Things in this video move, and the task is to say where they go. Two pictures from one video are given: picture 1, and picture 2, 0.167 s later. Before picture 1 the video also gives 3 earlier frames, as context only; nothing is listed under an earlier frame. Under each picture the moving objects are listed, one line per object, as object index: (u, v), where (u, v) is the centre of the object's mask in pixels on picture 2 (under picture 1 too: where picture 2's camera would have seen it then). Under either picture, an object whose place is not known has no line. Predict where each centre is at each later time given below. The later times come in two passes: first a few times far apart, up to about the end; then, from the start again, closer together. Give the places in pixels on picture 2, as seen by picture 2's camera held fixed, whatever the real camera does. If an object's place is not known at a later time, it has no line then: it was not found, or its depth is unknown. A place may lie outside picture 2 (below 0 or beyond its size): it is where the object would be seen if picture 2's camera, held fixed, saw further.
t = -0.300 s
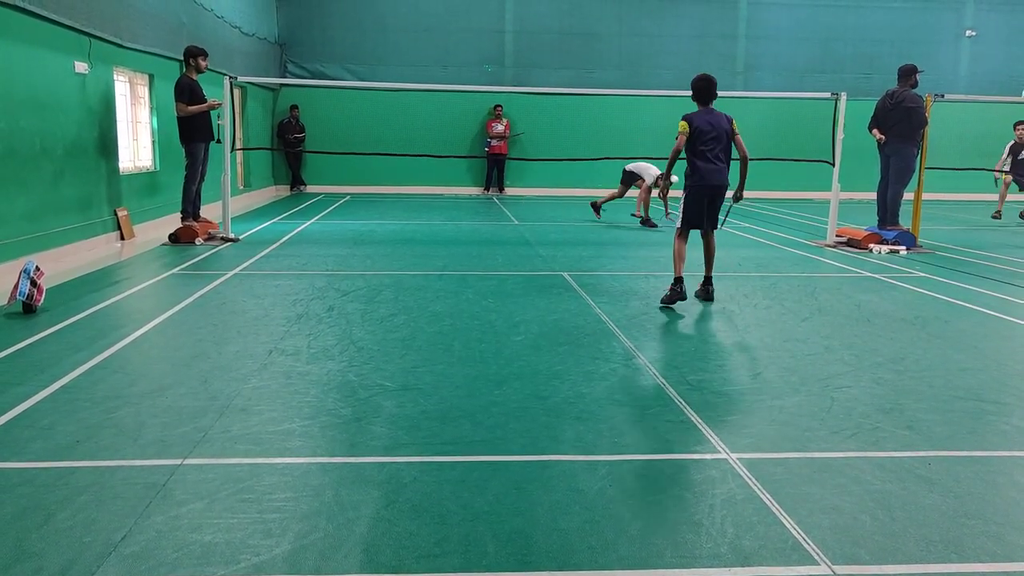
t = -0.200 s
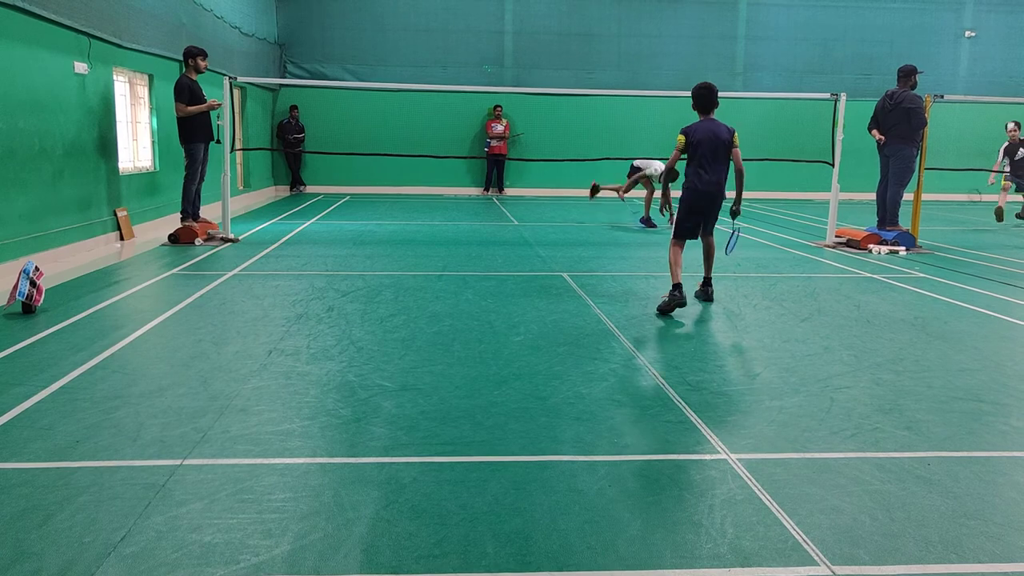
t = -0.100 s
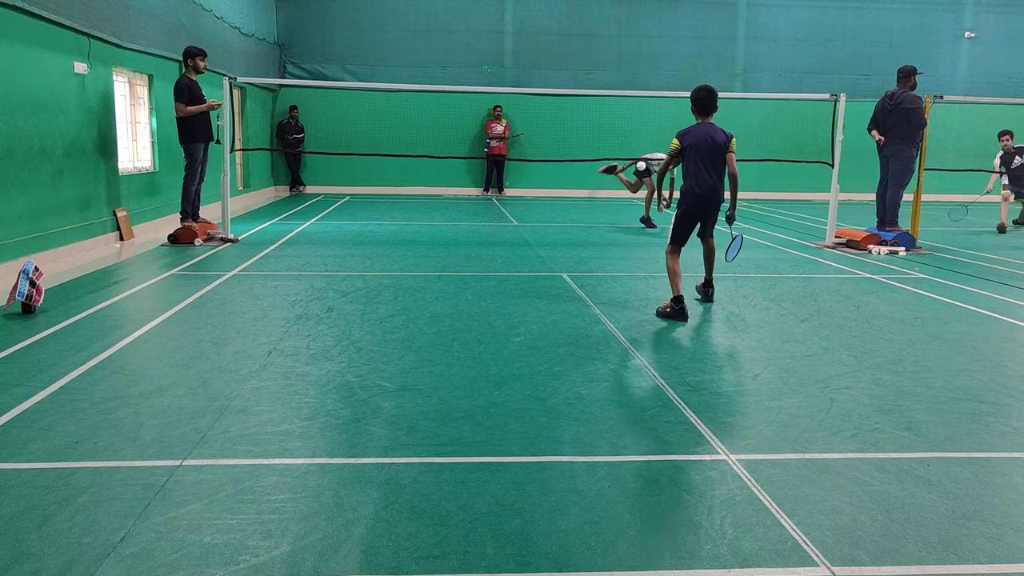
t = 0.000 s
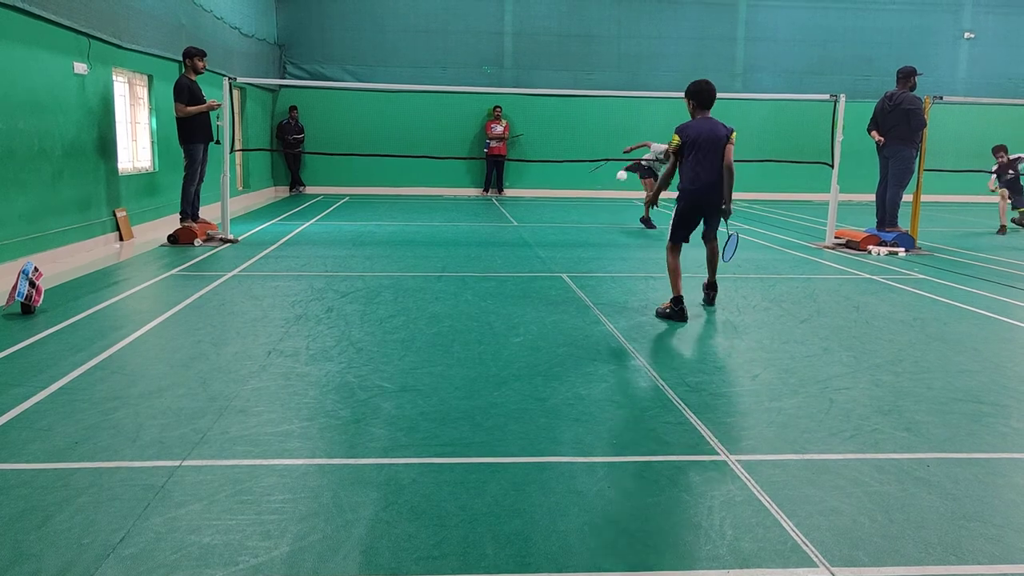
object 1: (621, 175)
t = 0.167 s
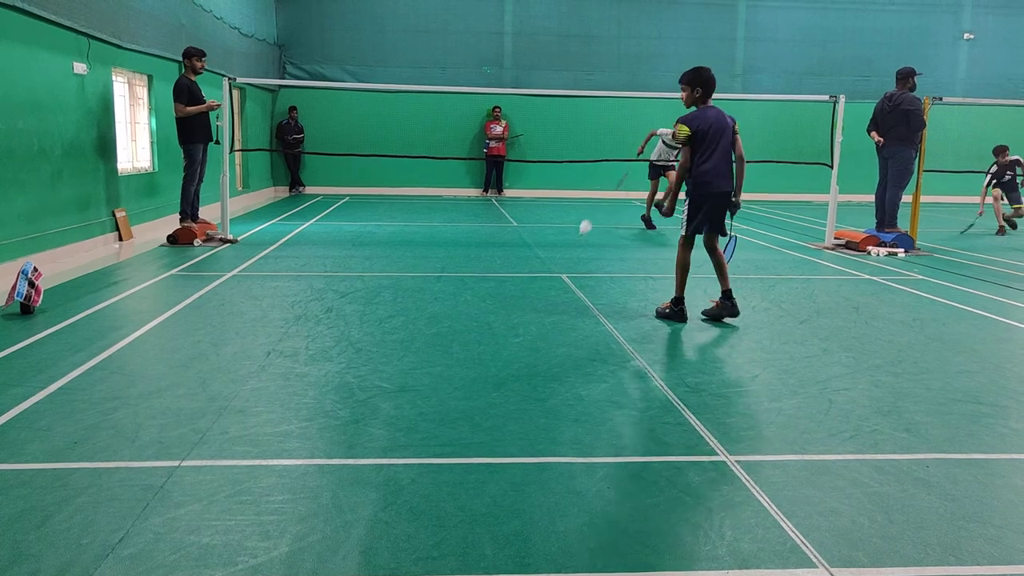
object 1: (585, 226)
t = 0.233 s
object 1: (568, 261)
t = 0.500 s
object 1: (518, 339)
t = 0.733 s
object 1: (511, 369)
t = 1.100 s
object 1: (469, 399)
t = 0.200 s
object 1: (577, 243)
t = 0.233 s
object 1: (568, 261)
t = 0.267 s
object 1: (560, 282)
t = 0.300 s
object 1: (550, 305)
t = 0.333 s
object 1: (541, 330)
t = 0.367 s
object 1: (537, 339)
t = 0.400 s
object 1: (529, 342)
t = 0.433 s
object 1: (524, 340)
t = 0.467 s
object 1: (520, 338)
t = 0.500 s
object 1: (518, 339)
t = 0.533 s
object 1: (518, 341)
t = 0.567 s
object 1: (518, 349)
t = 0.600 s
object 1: (517, 362)
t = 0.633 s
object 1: (514, 367)
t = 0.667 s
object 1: (513, 365)
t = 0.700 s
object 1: (512, 366)
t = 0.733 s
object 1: (511, 369)
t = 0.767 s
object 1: (512, 375)
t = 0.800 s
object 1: (511, 384)
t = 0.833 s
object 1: (509, 386)
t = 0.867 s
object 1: (506, 389)
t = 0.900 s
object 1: (504, 394)
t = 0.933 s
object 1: (499, 396)
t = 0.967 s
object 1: (489, 397)
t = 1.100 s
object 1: (469, 399)
